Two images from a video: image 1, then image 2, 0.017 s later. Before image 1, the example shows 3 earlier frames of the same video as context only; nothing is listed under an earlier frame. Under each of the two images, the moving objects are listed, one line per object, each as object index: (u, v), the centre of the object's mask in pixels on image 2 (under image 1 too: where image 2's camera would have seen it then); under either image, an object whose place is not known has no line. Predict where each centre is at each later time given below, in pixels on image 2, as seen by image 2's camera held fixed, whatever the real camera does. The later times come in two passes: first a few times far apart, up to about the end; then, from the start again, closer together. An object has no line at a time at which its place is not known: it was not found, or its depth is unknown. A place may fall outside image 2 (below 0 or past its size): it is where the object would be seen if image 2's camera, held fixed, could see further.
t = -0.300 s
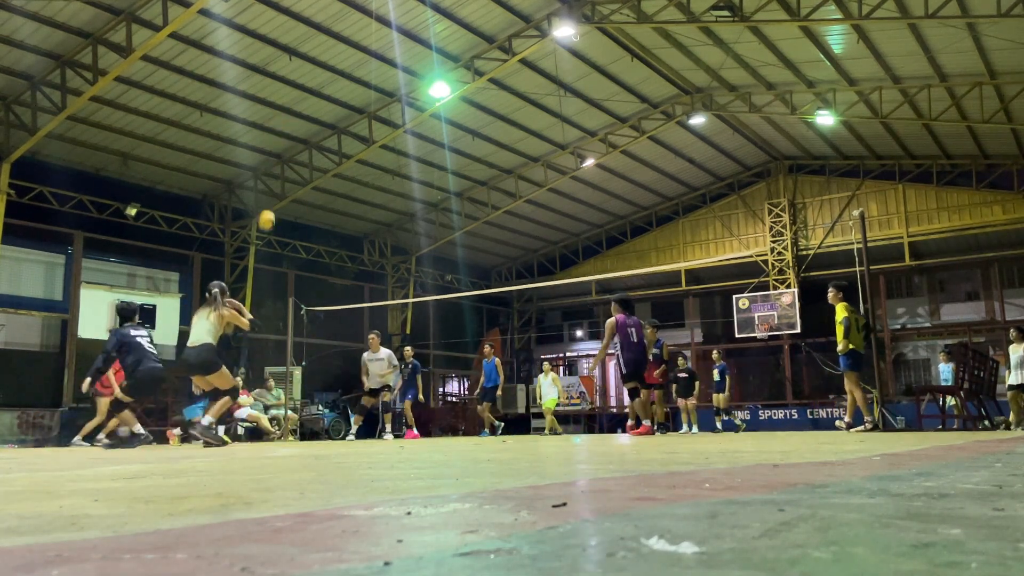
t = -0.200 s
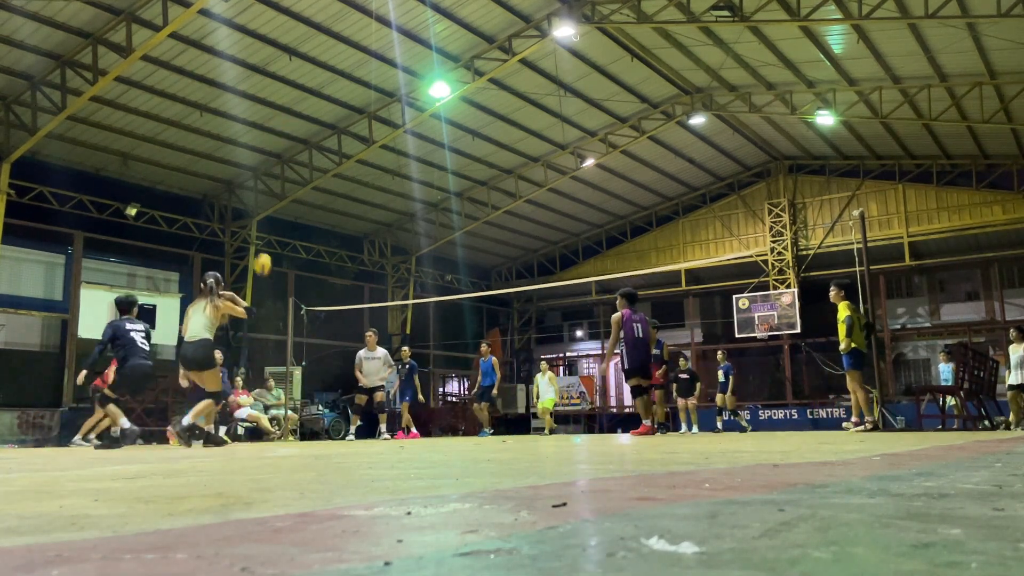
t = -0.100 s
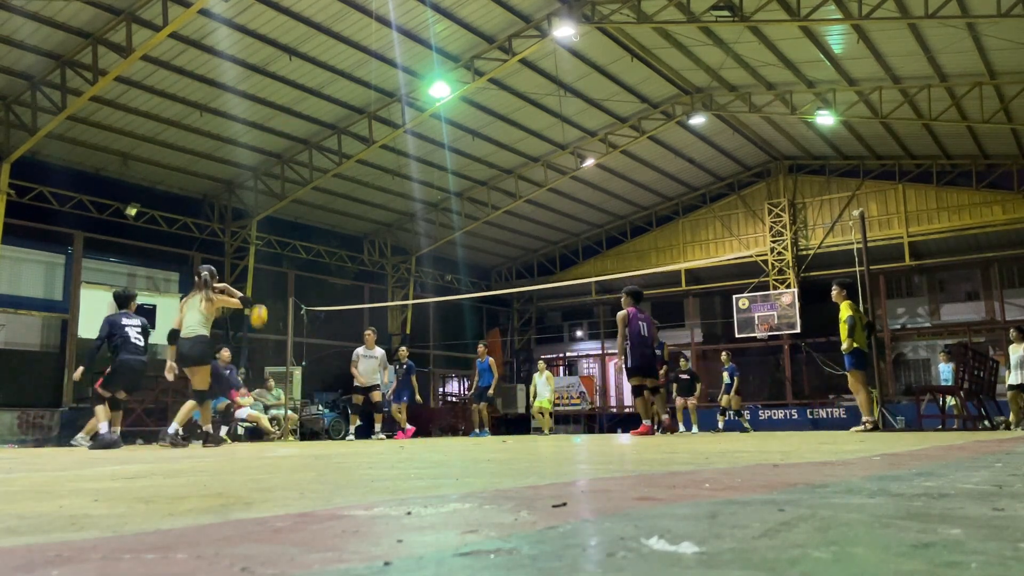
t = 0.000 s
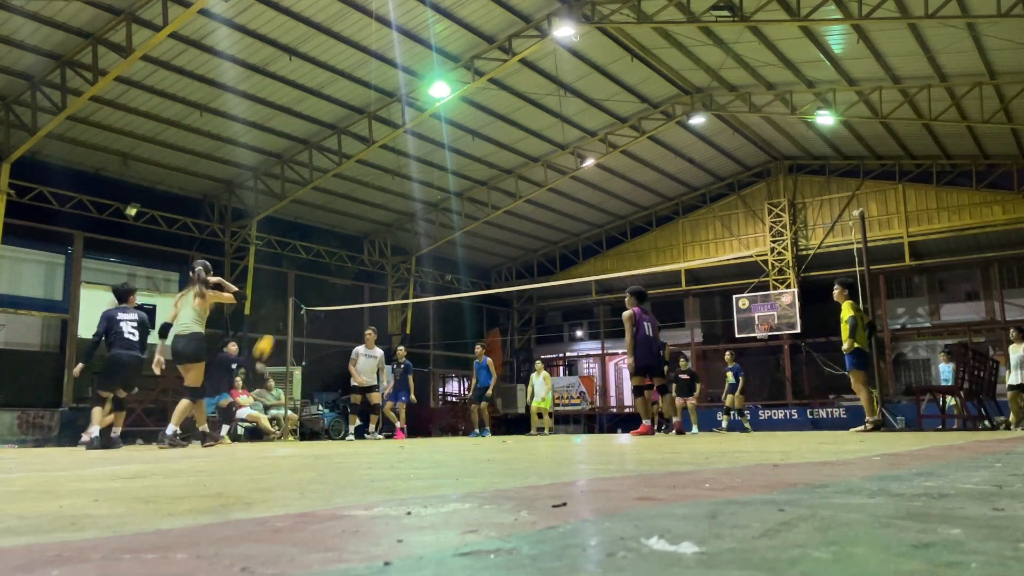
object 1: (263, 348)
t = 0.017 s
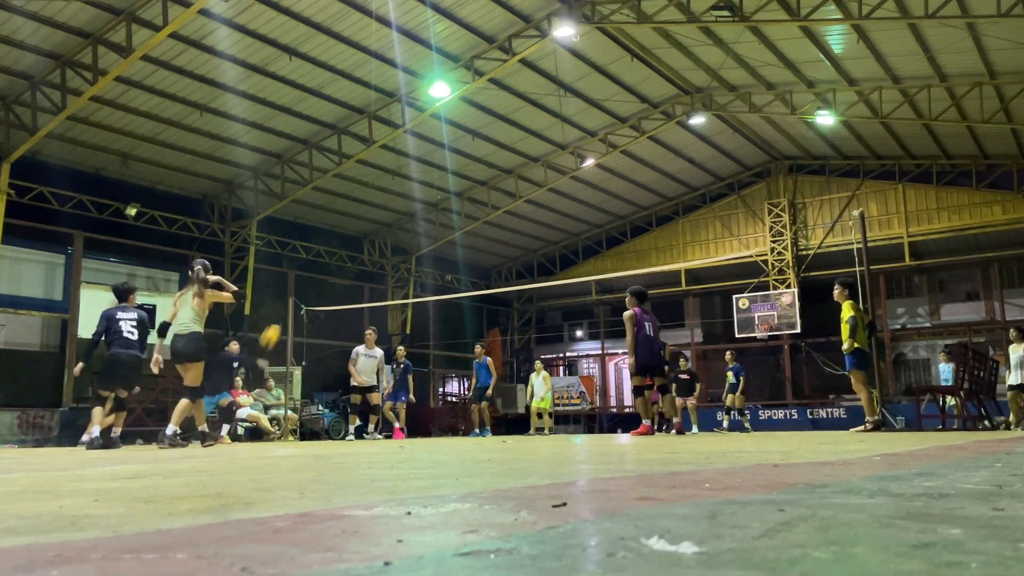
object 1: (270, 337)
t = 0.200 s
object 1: (341, 235)
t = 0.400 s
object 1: (413, 159)
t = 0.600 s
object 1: (481, 122)
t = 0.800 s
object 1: (546, 114)
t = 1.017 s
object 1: (614, 138)
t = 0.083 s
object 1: (297, 295)
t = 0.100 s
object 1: (303, 286)
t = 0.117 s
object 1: (310, 277)
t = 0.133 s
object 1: (316, 268)
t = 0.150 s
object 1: (323, 259)
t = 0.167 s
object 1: (329, 250)
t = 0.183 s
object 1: (335, 242)
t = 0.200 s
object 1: (341, 235)
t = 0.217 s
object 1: (348, 227)
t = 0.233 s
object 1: (353, 220)
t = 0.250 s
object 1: (359, 213)
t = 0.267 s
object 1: (365, 206)
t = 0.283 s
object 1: (372, 199)
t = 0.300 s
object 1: (377, 193)
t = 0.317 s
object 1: (384, 187)
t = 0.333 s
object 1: (390, 181)
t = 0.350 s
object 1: (395, 176)
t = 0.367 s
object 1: (401, 171)
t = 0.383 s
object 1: (407, 165)
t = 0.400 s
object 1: (413, 159)
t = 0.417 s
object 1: (419, 155)
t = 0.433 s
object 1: (424, 152)
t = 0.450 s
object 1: (430, 147)
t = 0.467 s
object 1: (436, 144)
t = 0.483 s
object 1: (442, 141)
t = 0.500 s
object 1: (447, 137)
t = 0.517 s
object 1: (452, 135)
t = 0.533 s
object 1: (459, 131)
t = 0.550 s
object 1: (464, 128)
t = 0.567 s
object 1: (470, 127)
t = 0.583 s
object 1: (475, 125)
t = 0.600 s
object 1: (481, 122)
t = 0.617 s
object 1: (486, 120)
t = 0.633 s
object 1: (492, 119)
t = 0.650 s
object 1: (498, 118)
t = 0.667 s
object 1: (503, 116)
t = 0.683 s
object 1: (507, 115)
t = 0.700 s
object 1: (513, 116)
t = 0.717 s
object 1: (519, 114)
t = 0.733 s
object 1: (524, 113)
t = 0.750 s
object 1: (530, 113)
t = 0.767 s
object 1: (536, 114)
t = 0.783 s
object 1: (541, 114)
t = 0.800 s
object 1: (546, 114)
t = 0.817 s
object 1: (552, 115)
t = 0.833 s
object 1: (557, 116)
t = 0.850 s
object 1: (562, 118)
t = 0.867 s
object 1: (568, 119)
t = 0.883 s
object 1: (573, 120)
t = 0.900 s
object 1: (579, 122)
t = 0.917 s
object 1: (584, 124)
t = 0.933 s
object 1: (589, 127)
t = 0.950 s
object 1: (594, 129)
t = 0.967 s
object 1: (599, 131)
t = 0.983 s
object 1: (605, 134)
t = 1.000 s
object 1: (609, 136)
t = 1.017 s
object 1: (614, 138)
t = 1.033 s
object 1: (622, 143)
